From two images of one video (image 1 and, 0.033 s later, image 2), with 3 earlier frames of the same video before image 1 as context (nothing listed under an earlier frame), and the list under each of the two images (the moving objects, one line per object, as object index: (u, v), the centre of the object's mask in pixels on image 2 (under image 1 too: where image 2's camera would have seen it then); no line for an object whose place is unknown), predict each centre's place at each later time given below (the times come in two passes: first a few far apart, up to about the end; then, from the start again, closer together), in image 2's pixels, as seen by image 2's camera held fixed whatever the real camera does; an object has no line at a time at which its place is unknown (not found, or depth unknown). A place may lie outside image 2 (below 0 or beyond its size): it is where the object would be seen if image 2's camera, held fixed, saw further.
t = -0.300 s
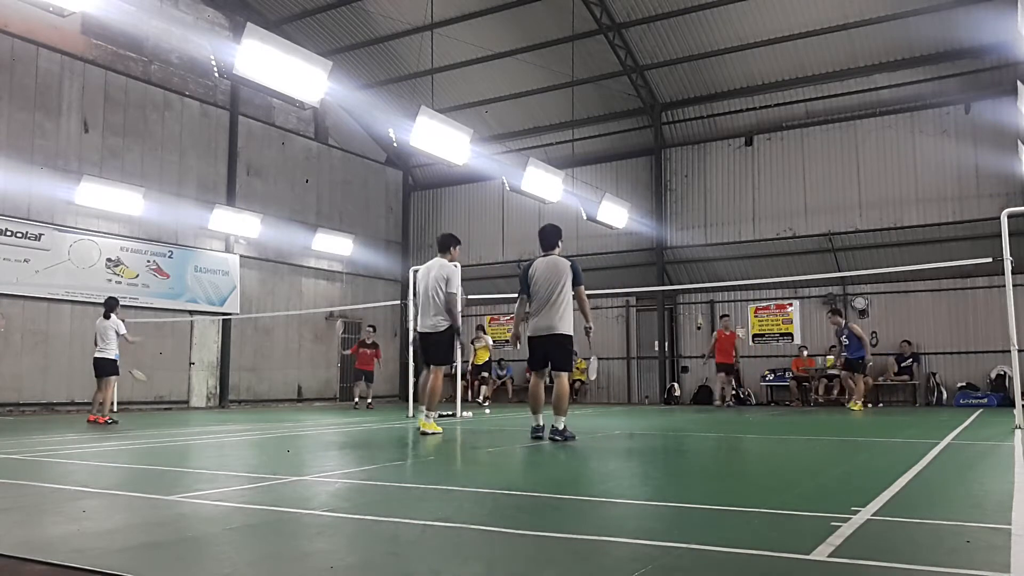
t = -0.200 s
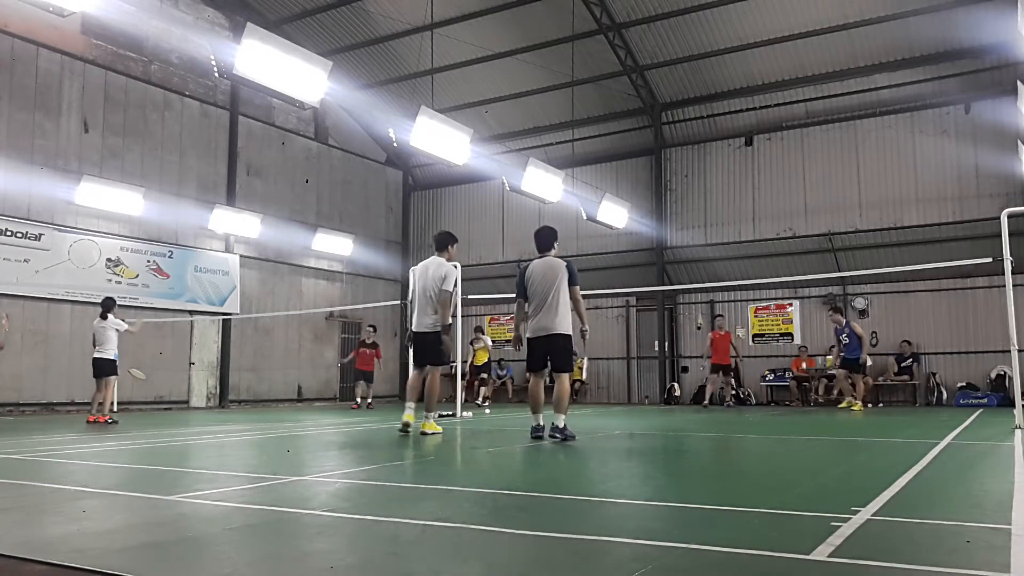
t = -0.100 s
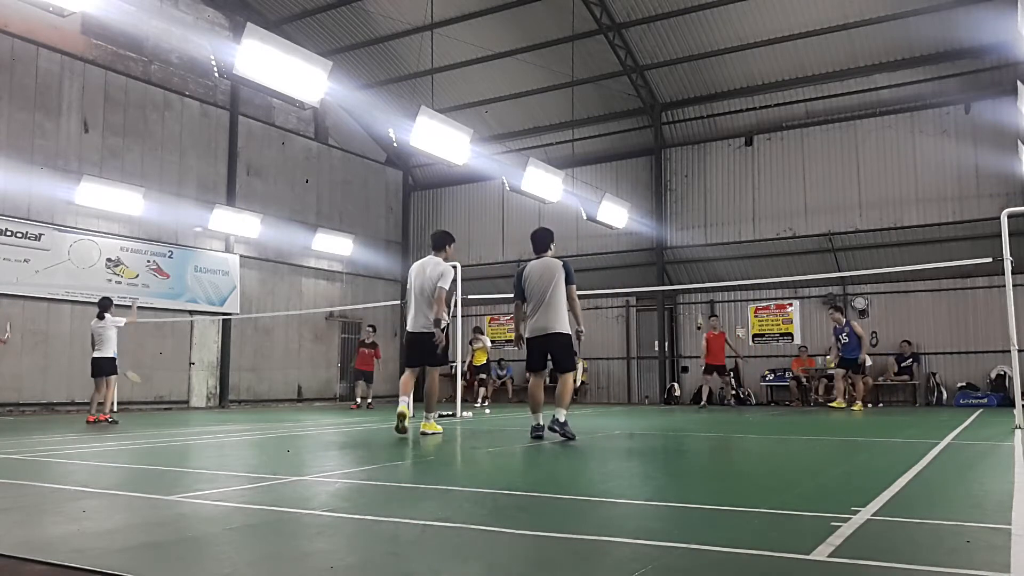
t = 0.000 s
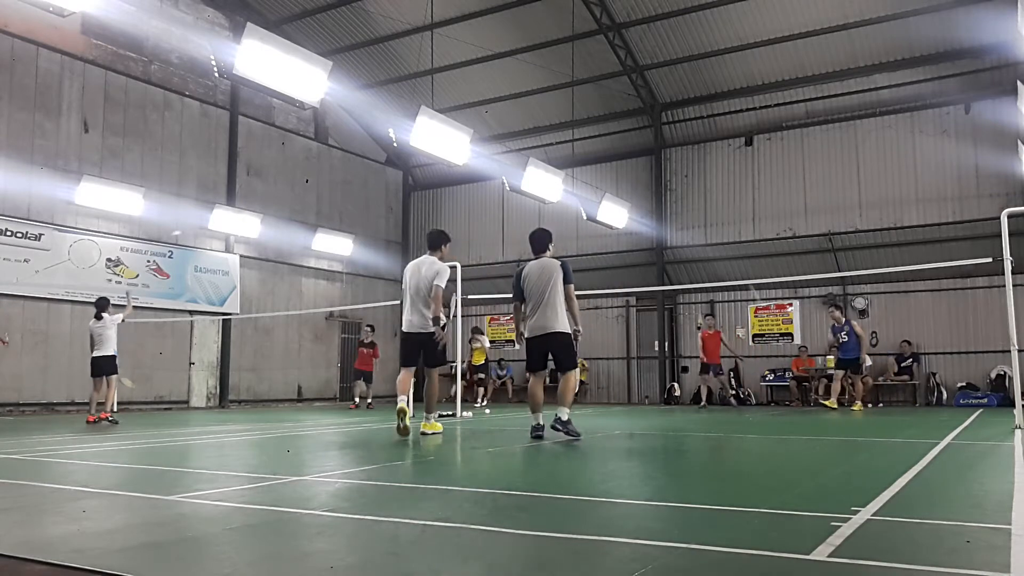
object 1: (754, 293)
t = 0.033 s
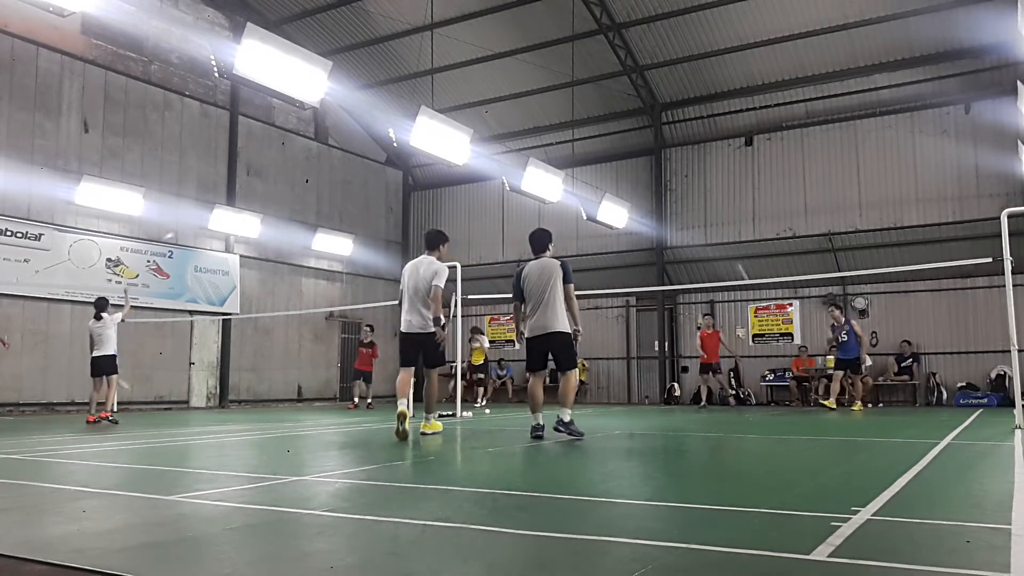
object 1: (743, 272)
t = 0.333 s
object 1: (653, 149)
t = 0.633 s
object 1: (579, 108)
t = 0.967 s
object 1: (500, 157)
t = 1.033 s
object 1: (485, 180)
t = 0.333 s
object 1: (653, 149)
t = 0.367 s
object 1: (645, 141)
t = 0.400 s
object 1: (636, 133)
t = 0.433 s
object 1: (627, 127)
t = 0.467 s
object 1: (620, 122)
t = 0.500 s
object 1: (611, 117)
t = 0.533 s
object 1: (603, 113)
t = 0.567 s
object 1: (595, 110)
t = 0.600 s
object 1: (587, 109)
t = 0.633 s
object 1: (579, 108)
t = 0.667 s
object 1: (571, 109)
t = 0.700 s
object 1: (562, 110)
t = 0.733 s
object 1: (554, 112)
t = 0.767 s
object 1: (546, 115)
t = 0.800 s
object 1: (539, 119)
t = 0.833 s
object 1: (531, 125)
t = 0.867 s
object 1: (523, 131)
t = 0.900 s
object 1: (515, 139)
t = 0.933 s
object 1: (508, 147)
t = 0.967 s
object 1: (500, 157)
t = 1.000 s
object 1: (492, 169)
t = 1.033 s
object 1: (485, 180)
